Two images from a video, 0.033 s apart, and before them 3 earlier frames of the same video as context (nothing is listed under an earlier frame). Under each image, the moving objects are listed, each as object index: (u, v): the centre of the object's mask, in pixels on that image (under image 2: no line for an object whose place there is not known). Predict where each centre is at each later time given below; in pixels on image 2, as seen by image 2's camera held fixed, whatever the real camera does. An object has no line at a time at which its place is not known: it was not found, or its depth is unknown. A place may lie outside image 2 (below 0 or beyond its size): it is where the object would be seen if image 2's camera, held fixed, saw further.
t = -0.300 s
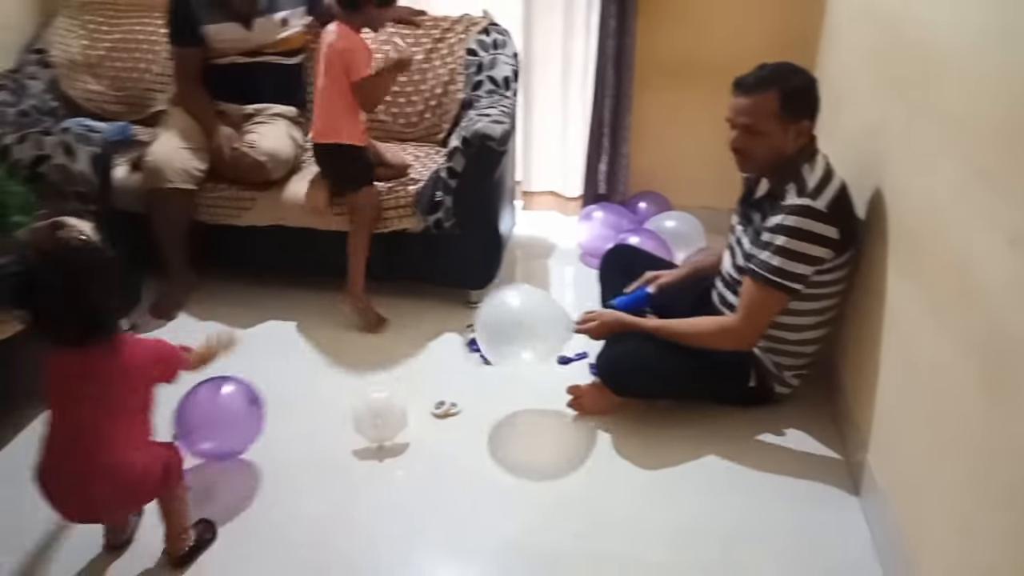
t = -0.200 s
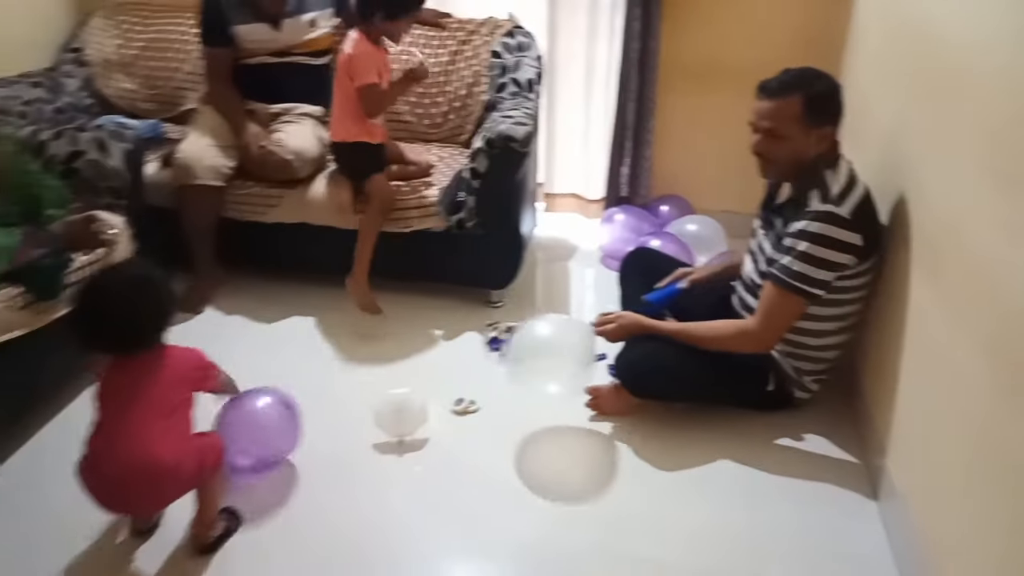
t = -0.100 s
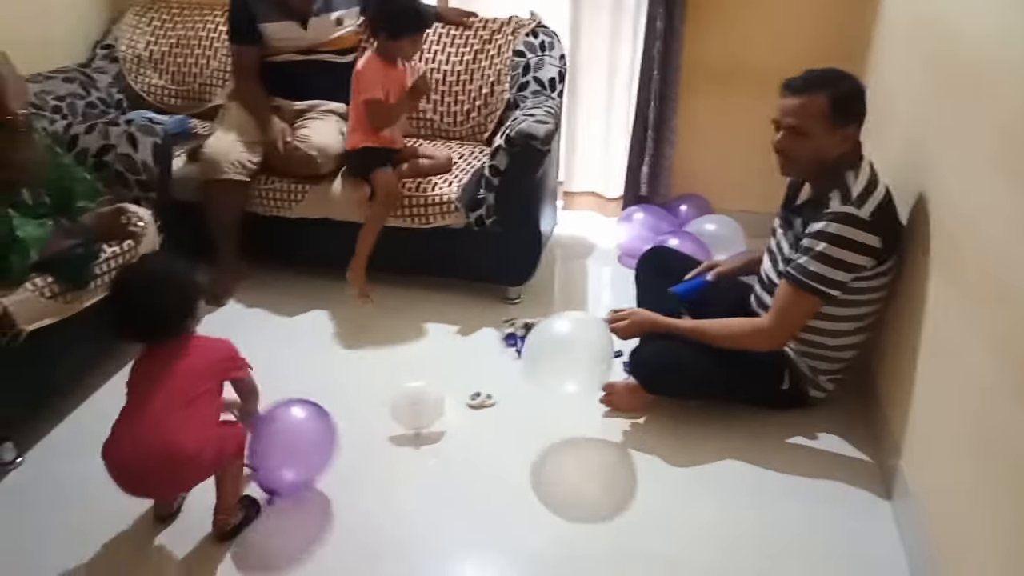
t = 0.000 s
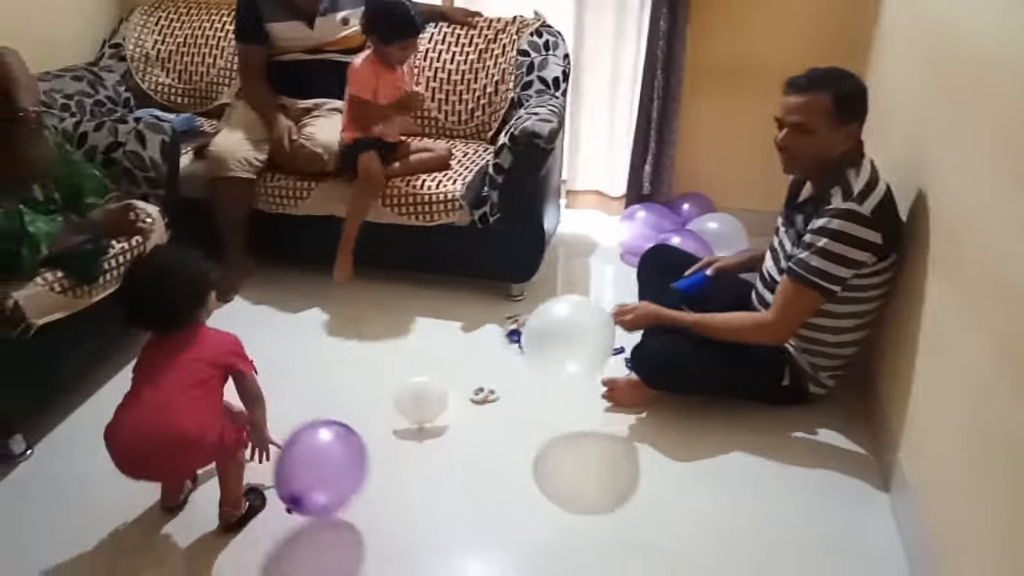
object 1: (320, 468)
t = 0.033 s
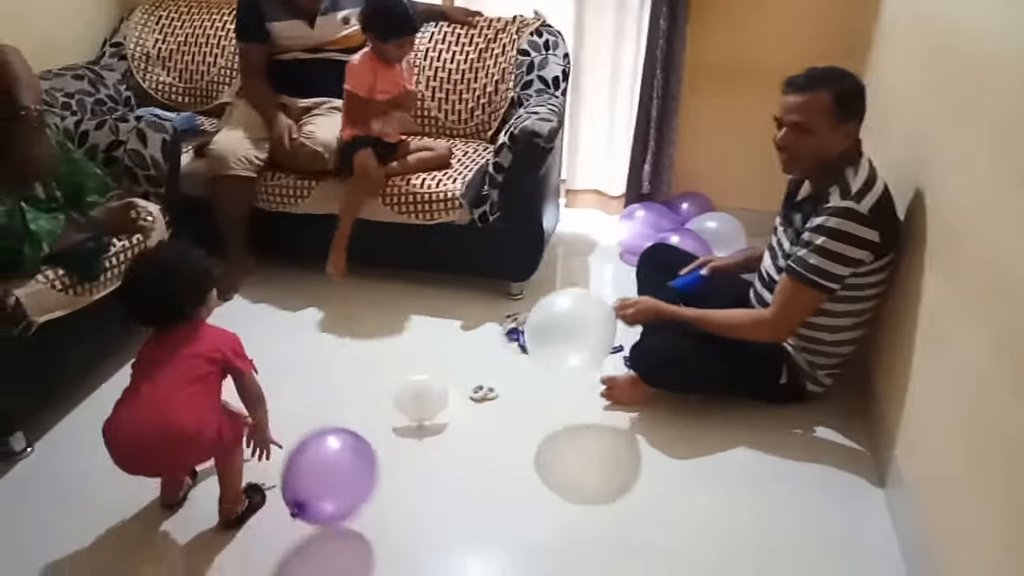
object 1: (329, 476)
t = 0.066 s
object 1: (338, 488)
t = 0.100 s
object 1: (347, 501)
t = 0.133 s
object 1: (357, 513)
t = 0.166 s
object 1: (367, 526)
